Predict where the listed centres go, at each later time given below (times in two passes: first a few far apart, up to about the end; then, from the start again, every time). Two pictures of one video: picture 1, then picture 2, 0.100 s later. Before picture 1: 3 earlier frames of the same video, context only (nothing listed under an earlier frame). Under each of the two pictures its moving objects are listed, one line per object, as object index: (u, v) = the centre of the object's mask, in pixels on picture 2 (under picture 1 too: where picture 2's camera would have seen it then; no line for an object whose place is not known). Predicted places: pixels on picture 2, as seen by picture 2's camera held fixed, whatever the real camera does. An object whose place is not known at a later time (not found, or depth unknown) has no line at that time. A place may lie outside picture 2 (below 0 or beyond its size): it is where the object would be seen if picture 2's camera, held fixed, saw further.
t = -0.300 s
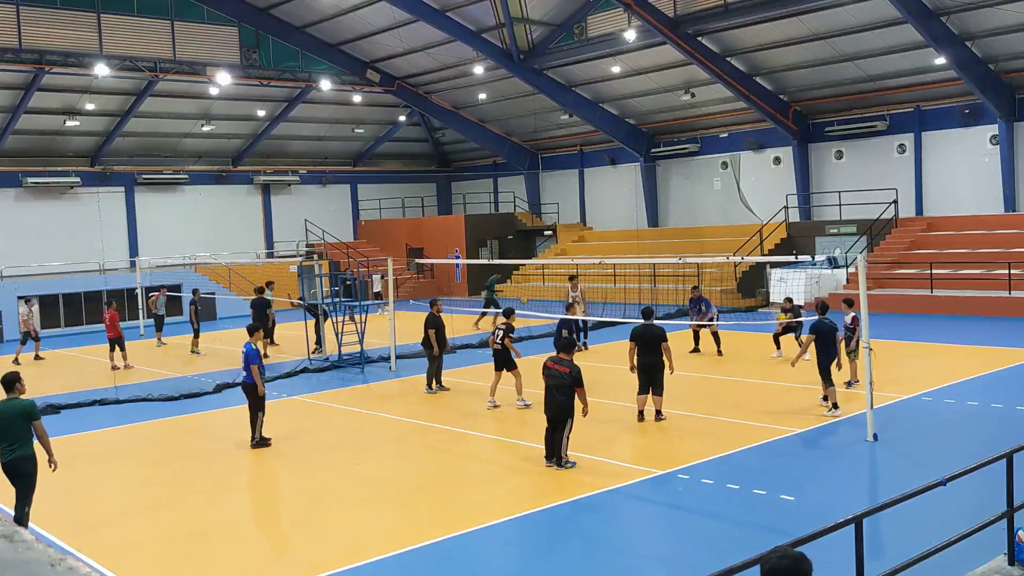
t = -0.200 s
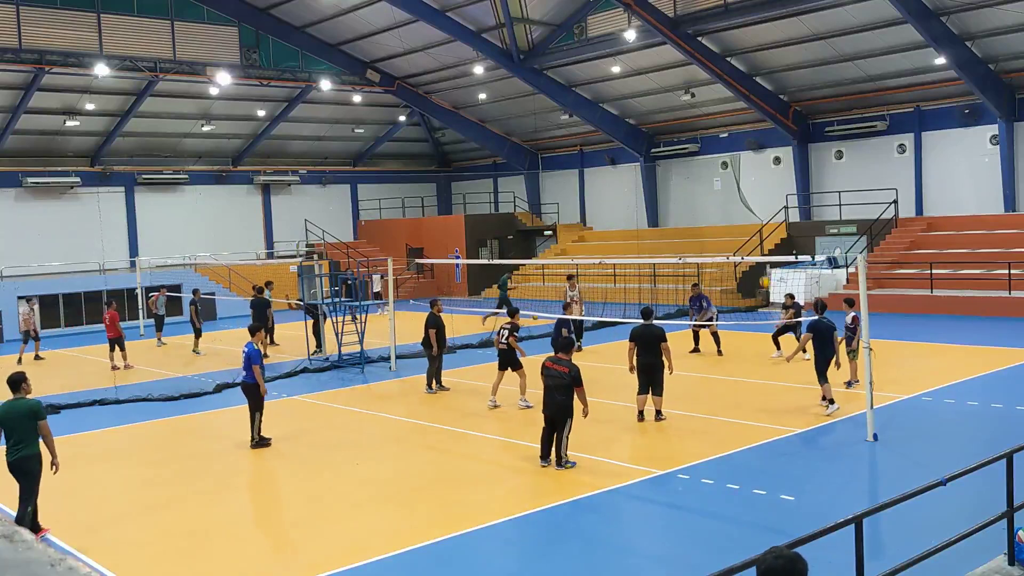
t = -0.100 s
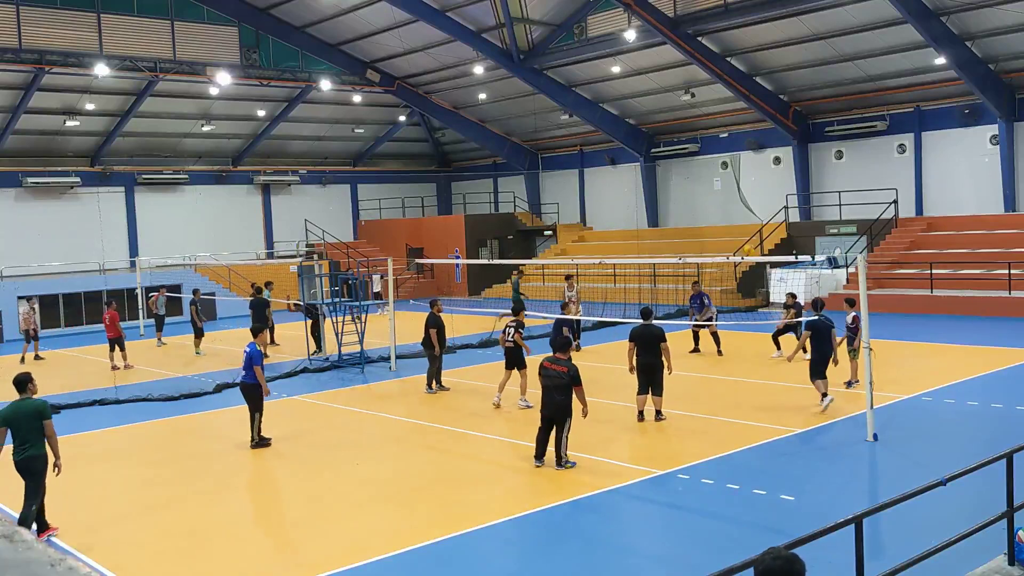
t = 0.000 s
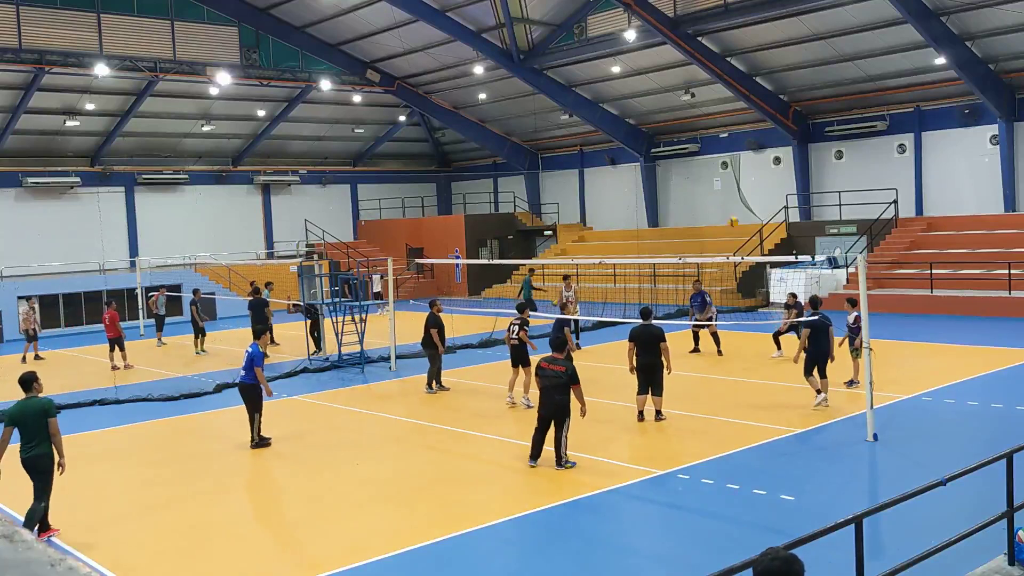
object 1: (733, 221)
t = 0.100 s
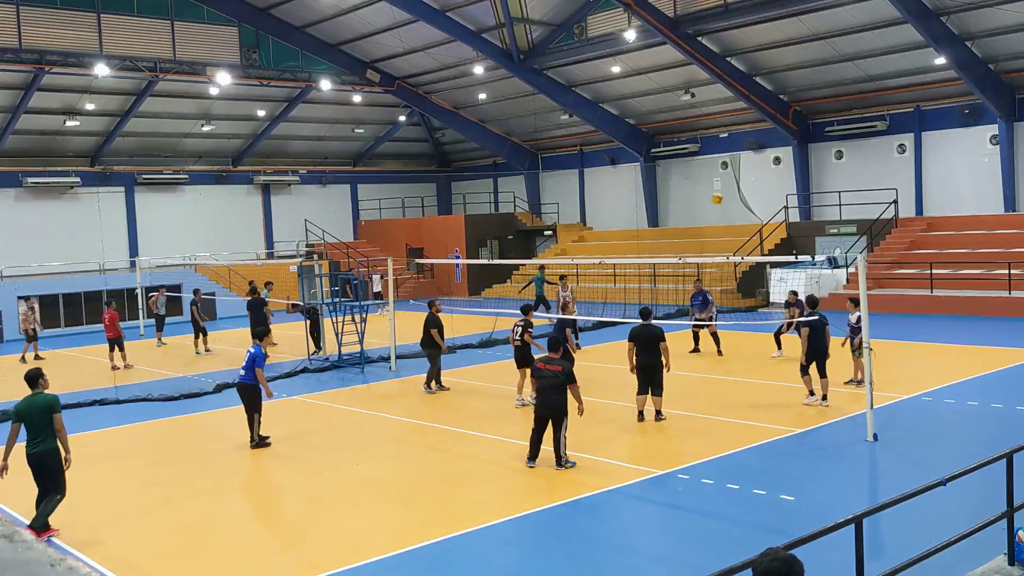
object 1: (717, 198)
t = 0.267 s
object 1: (690, 170)
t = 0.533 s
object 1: (647, 152)
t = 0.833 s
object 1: (600, 174)
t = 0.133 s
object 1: (711, 192)
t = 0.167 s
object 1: (706, 186)
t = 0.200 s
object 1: (701, 179)
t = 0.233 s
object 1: (696, 174)
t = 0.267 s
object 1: (690, 170)
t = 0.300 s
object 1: (685, 165)
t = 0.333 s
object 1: (679, 162)
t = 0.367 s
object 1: (674, 159)
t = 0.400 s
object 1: (669, 156)
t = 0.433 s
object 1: (663, 154)
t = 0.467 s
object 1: (658, 153)
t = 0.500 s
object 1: (653, 152)
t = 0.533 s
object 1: (647, 152)
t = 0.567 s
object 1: (642, 152)
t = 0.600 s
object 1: (637, 153)
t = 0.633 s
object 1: (632, 154)
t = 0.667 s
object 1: (626, 156)
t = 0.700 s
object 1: (621, 158)
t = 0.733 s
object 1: (616, 161)
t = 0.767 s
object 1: (610, 164)
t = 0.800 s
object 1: (605, 169)
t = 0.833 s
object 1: (600, 174)
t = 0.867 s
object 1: (594, 179)
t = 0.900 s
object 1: (589, 185)
